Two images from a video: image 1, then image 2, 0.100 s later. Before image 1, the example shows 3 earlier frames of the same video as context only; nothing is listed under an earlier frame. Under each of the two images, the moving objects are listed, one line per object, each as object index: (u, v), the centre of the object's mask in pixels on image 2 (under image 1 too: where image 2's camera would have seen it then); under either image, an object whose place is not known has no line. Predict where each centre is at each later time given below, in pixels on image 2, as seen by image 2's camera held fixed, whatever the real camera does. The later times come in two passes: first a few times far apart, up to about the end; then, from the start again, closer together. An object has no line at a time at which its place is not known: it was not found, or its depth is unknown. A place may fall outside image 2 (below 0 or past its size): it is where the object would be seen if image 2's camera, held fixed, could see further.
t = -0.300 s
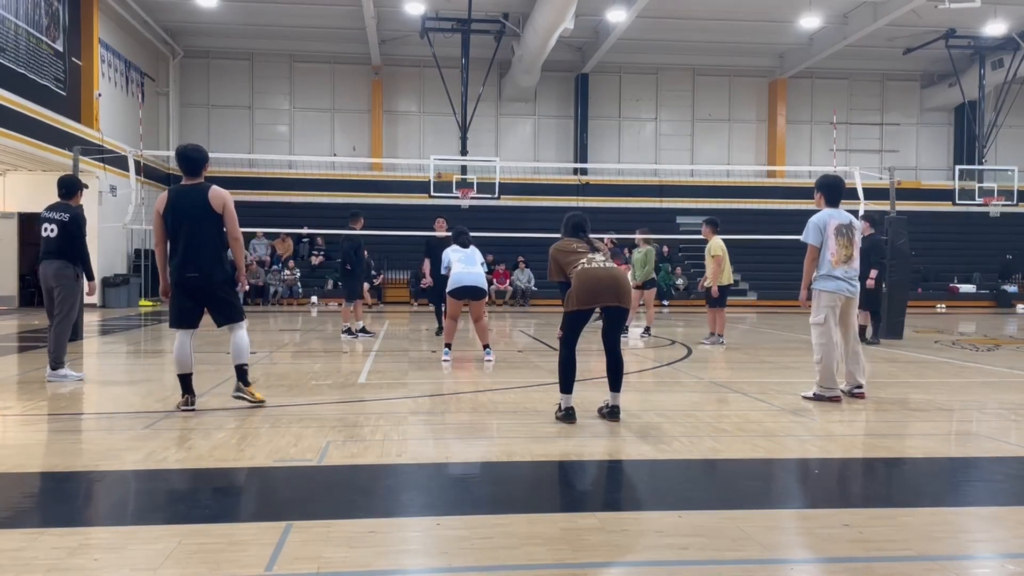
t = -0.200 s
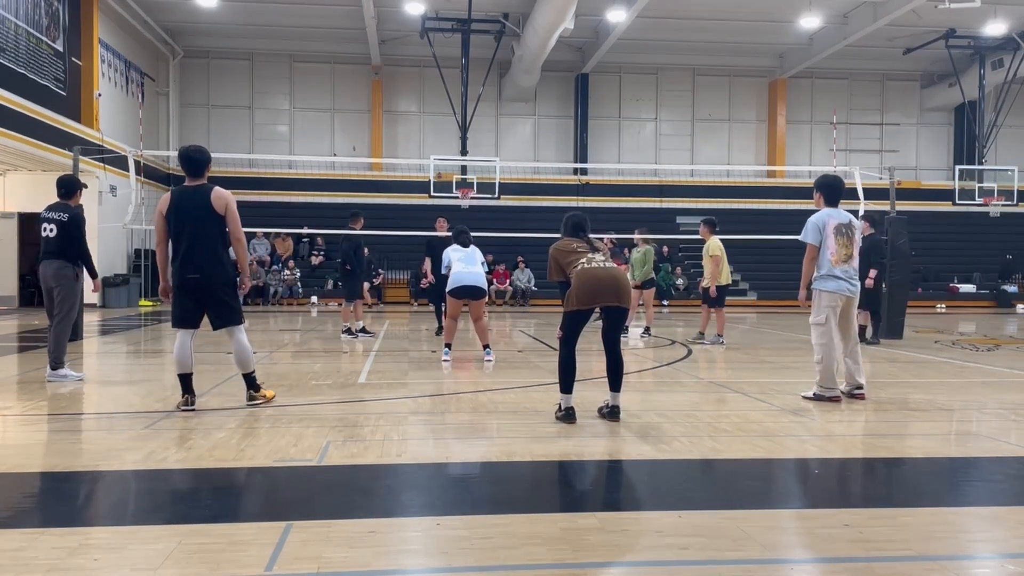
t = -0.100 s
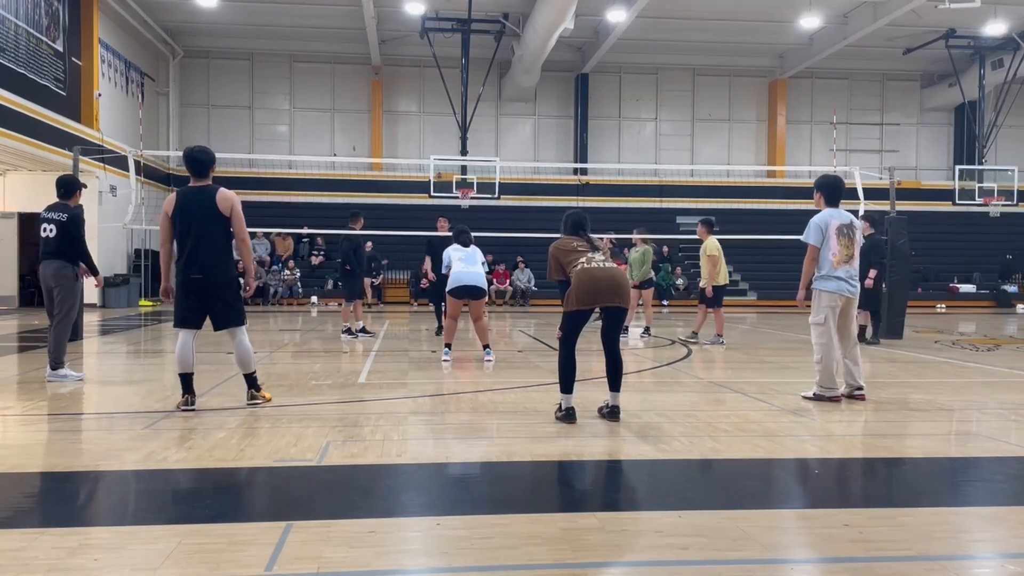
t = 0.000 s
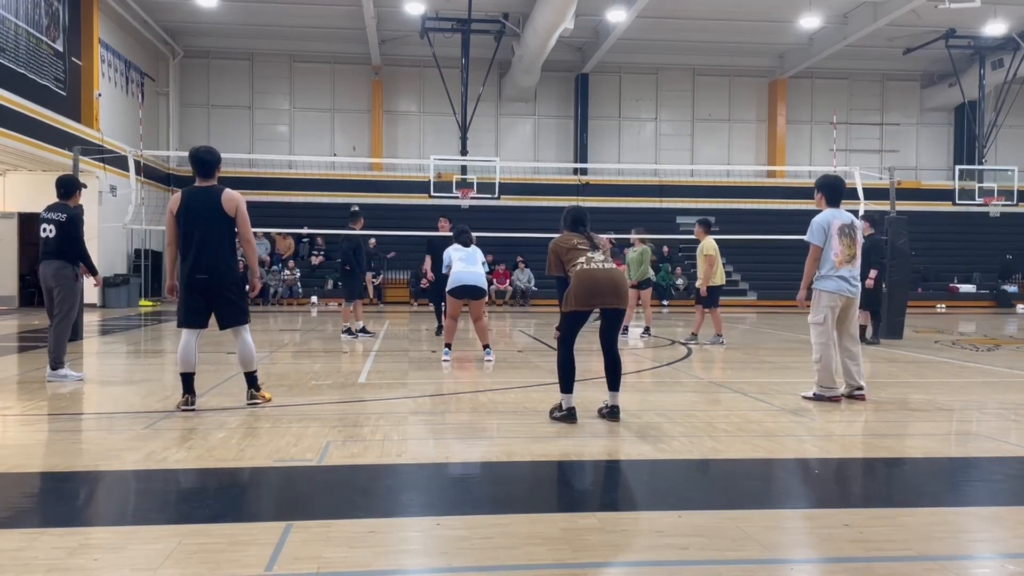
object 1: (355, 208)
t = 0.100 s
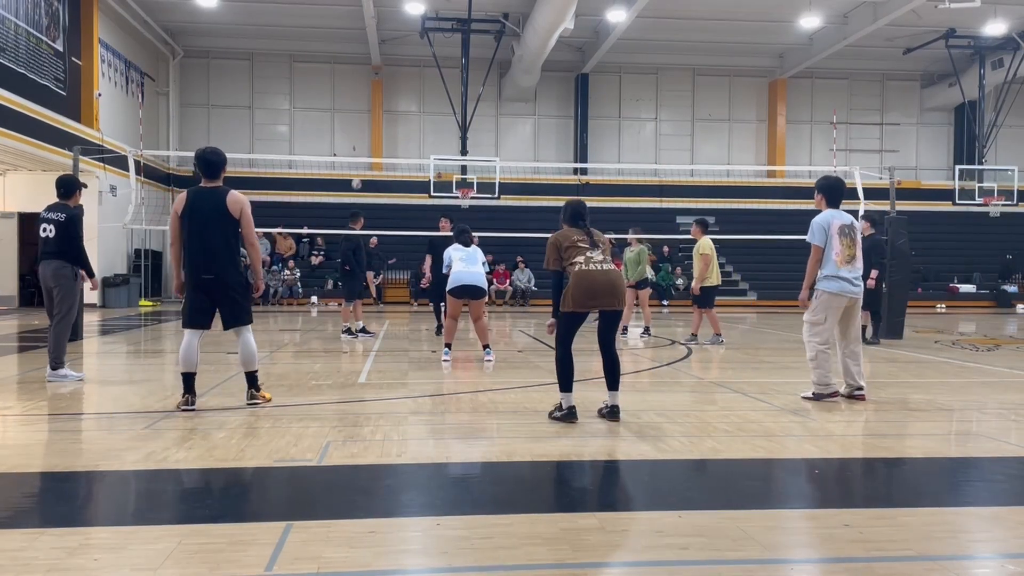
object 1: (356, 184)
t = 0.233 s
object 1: (358, 150)
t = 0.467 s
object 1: (368, 106)
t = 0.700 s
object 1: (385, 83)
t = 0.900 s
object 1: (410, 92)
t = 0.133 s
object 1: (356, 177)
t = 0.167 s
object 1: (359, 166)
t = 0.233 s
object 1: (358, 150)
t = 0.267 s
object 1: (360, 143)
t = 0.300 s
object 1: (362, 137)
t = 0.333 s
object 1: (363, 129)
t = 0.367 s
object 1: (364, 123)
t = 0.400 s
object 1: (365, 117)
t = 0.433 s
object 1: (366, 111)
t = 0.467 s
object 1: (368, 106)
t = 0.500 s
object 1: (369, 101)
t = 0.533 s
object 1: (372, 97)
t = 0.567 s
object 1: (374, 93)
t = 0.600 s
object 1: (376, 89)
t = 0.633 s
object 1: (379, 86)
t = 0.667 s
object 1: (382, 83)
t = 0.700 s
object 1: (385, 83)
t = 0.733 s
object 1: (388, 80)
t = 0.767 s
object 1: (392, 82)
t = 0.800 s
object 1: (397, 82)
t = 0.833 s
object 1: (400, 85)
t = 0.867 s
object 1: (405, 88)
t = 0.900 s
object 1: (410, 92)
